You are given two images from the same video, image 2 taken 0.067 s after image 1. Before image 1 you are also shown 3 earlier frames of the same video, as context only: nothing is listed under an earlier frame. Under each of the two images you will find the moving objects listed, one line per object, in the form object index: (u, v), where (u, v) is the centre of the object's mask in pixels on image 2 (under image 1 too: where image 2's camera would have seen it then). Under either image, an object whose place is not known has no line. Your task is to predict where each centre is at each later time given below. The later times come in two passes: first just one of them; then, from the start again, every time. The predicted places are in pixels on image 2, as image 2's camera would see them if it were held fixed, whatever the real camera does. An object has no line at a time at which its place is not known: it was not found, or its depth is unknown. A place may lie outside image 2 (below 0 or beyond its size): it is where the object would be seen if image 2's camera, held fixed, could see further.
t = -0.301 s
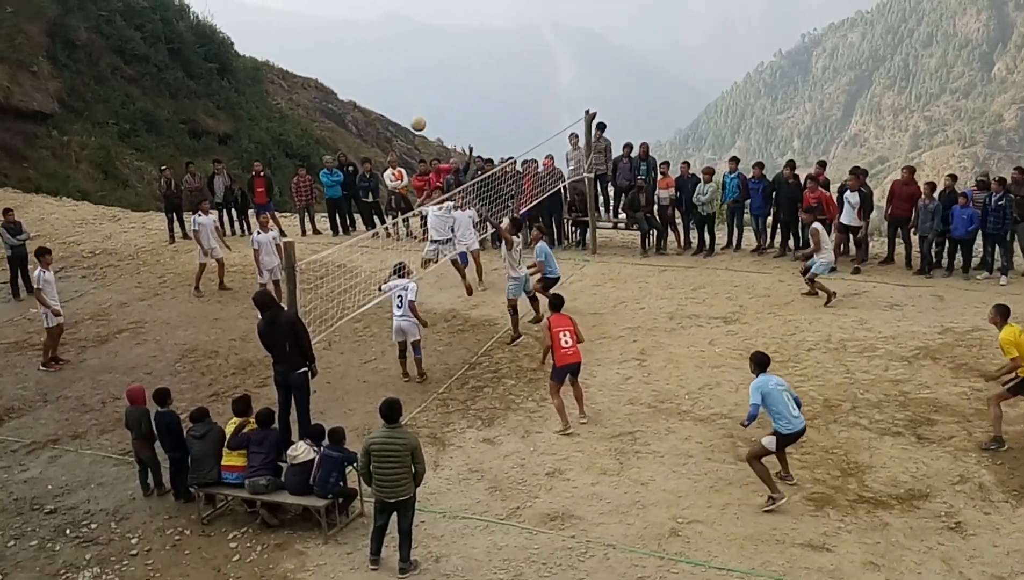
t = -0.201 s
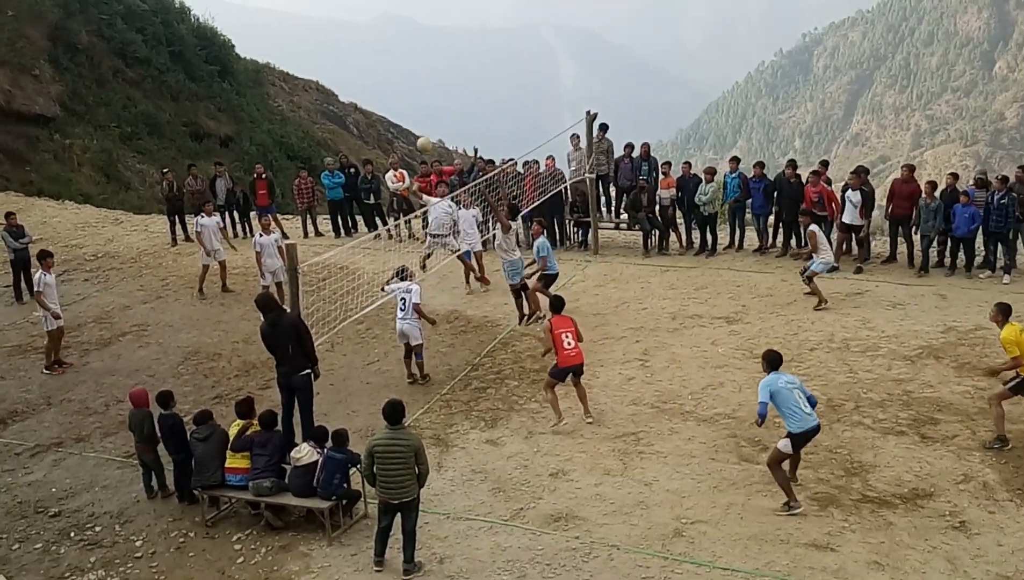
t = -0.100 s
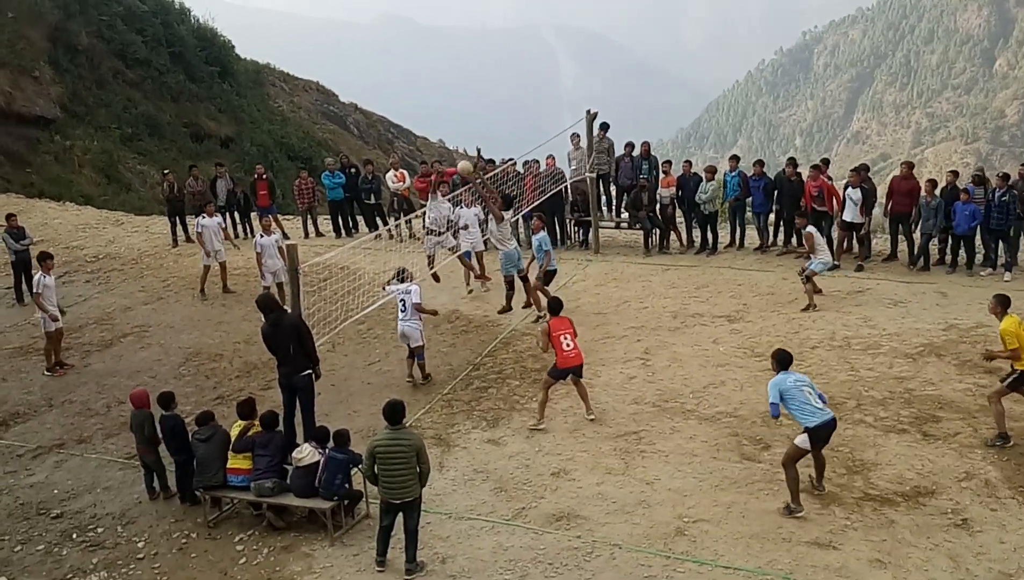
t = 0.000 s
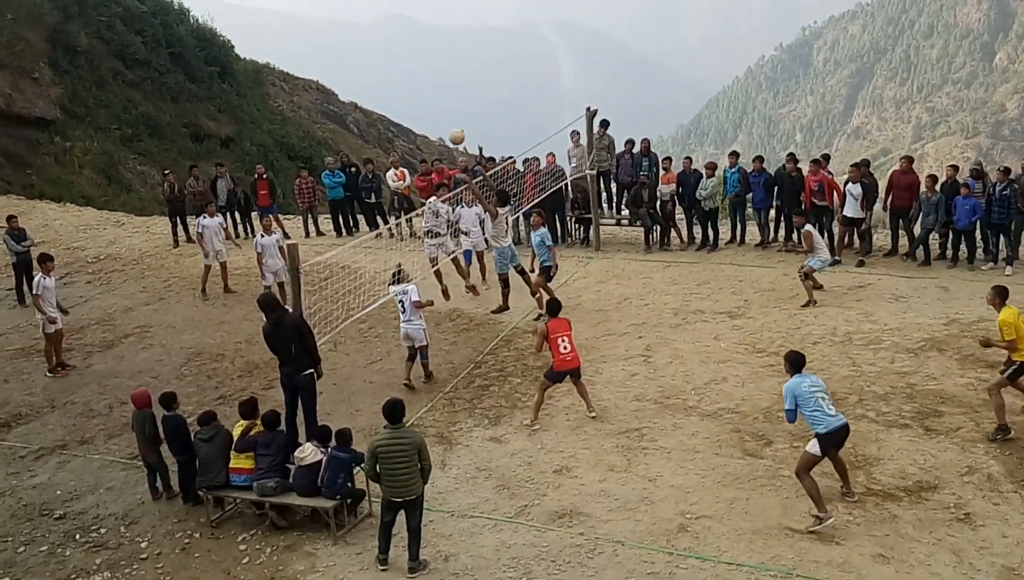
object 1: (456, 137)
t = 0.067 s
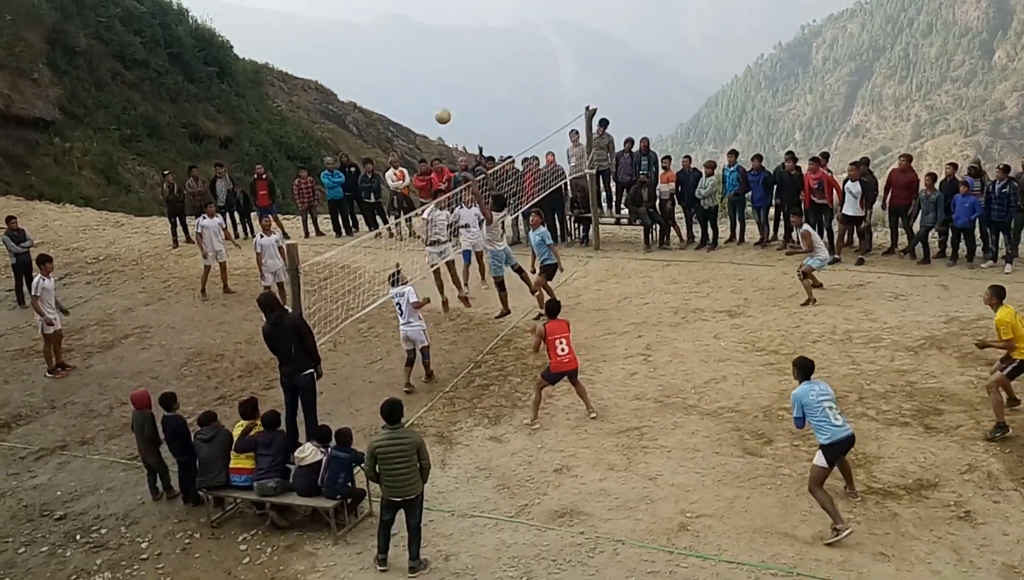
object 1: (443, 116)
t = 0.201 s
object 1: (417, 84)
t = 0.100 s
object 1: (436, 107)
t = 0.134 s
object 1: (430, 99)
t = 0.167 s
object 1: (423, 91)
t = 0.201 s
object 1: (417, 84)
